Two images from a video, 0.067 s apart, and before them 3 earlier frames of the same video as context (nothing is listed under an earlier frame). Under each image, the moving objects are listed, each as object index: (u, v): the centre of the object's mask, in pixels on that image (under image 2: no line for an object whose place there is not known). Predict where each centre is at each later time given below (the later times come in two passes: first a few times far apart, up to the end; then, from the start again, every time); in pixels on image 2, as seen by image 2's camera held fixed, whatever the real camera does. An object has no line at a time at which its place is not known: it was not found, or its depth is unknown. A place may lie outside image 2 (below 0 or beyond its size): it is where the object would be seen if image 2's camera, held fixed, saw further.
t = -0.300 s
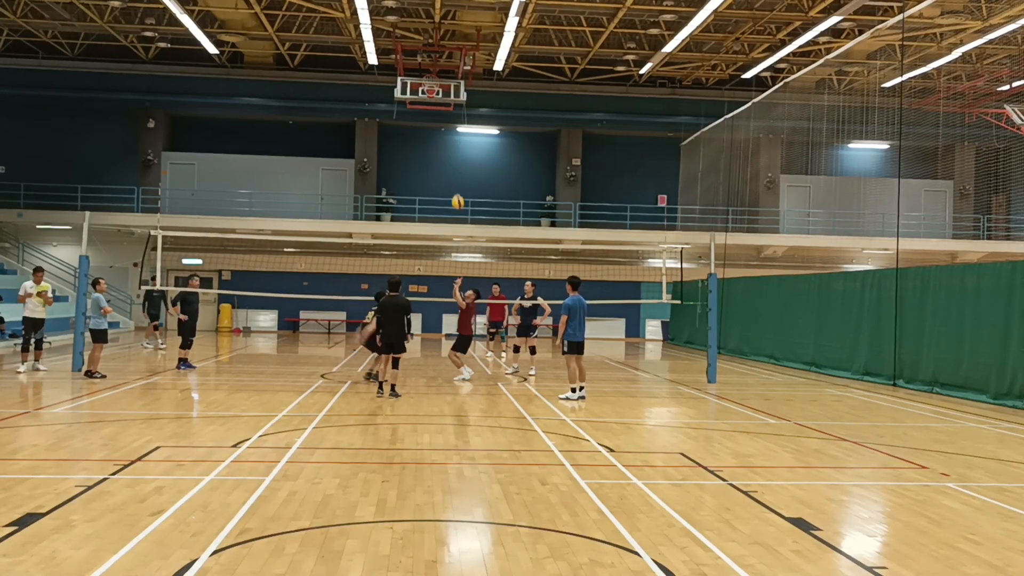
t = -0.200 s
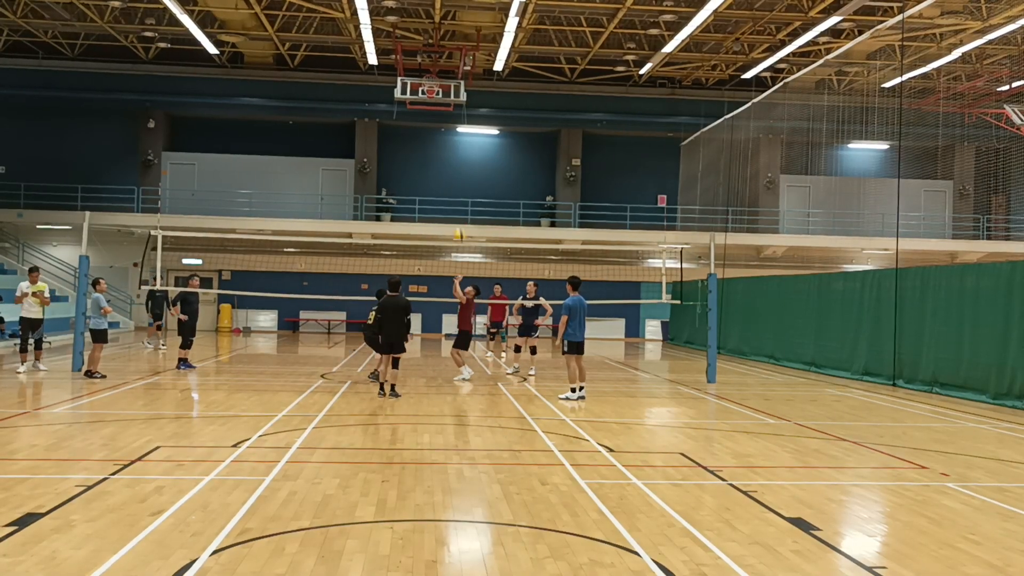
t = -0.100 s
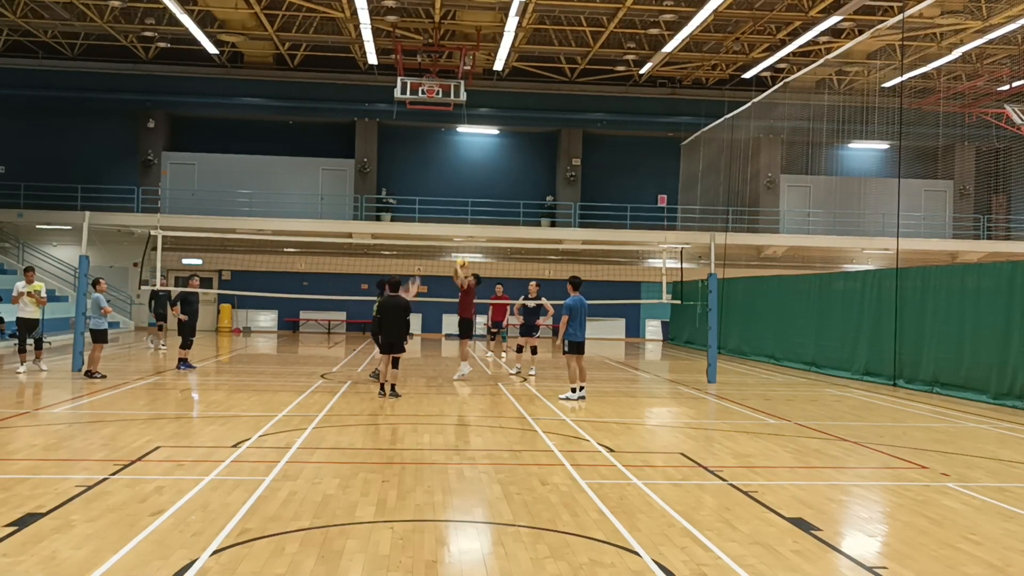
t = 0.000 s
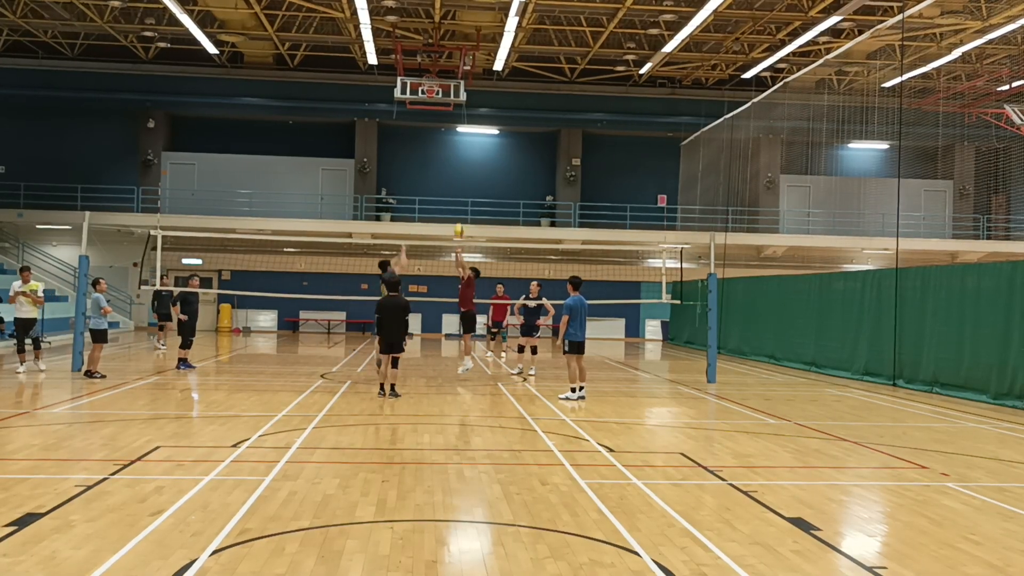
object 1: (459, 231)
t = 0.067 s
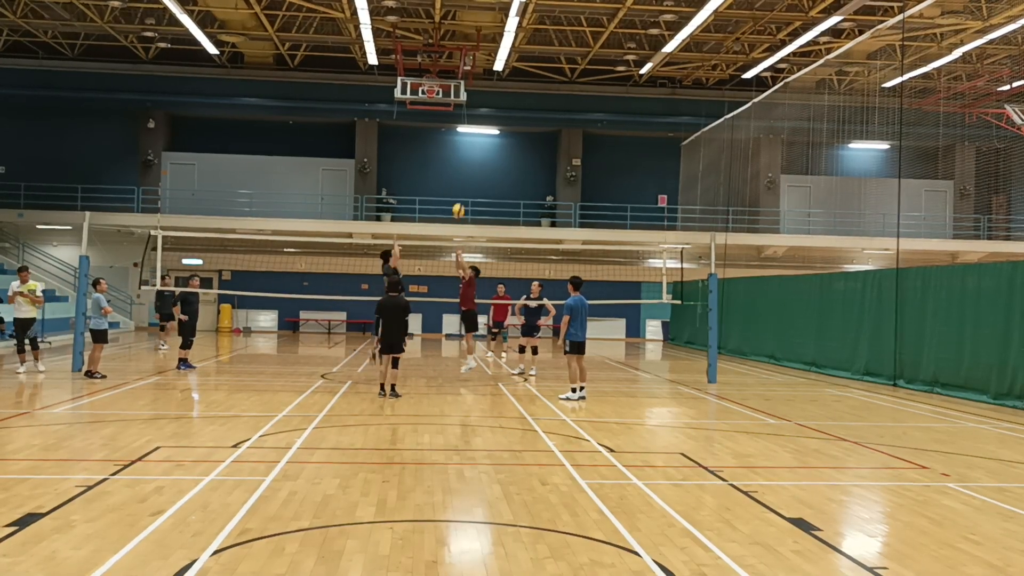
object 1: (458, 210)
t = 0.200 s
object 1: (454, 177)
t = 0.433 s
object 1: (444, 144)
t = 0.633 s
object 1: (437, 141)
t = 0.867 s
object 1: (427, 166)
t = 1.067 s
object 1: (418, 208)
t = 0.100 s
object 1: (457, 201)
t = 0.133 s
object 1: (456, 193)
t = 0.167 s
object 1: (455, 185)
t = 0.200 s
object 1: (454, 177)
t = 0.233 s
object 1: (452, 170)
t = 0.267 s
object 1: (451, 164)
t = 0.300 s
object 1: (450, 159)
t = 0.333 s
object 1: (448, 154)
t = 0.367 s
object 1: (447, 150)
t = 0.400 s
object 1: (446, 147)
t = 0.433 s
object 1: (444, 144)
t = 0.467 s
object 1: (443, 142)
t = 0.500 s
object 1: (442, 141)
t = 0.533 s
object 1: (441, 140)
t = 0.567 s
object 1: (440, 140)
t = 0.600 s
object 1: (438, 140)
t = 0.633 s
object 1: (437, 141)
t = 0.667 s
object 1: (436, 143)
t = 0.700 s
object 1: (434, 145)
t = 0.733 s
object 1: (433, 148)
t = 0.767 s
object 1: (431, 152)
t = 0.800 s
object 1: (430, 156)
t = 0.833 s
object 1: (428, 161)
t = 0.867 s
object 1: (427, 166)
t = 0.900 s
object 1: (425, 172)
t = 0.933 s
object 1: (424, 178)
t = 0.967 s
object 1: (422, 185)
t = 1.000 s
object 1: (421, 191)
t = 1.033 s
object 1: (420, 199)
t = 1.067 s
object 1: (418, 208)
